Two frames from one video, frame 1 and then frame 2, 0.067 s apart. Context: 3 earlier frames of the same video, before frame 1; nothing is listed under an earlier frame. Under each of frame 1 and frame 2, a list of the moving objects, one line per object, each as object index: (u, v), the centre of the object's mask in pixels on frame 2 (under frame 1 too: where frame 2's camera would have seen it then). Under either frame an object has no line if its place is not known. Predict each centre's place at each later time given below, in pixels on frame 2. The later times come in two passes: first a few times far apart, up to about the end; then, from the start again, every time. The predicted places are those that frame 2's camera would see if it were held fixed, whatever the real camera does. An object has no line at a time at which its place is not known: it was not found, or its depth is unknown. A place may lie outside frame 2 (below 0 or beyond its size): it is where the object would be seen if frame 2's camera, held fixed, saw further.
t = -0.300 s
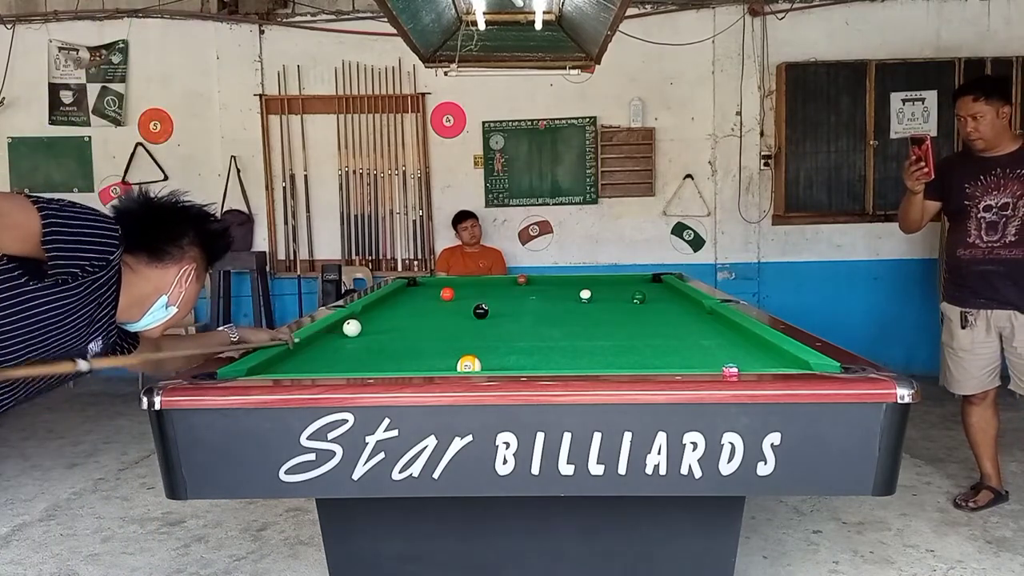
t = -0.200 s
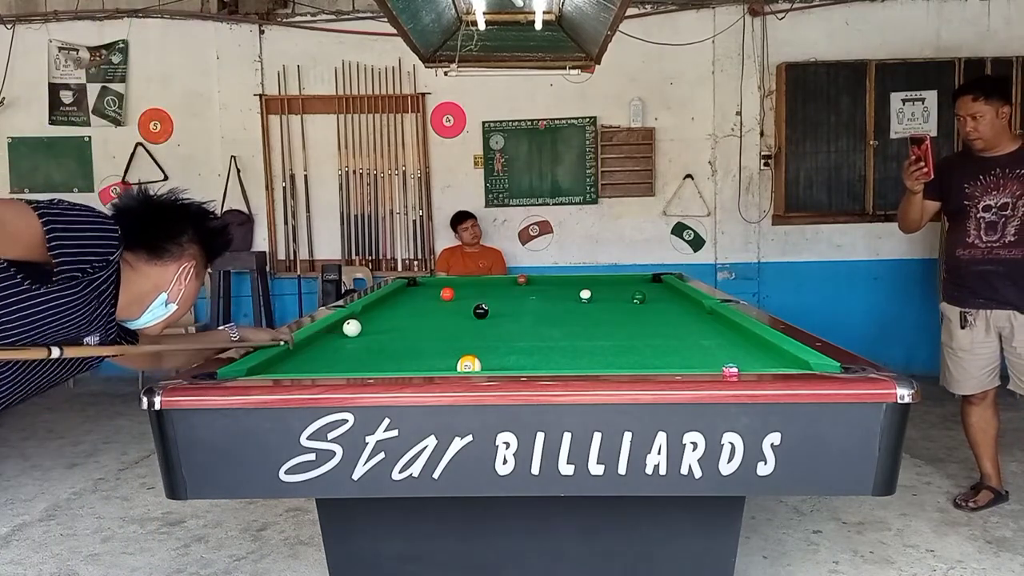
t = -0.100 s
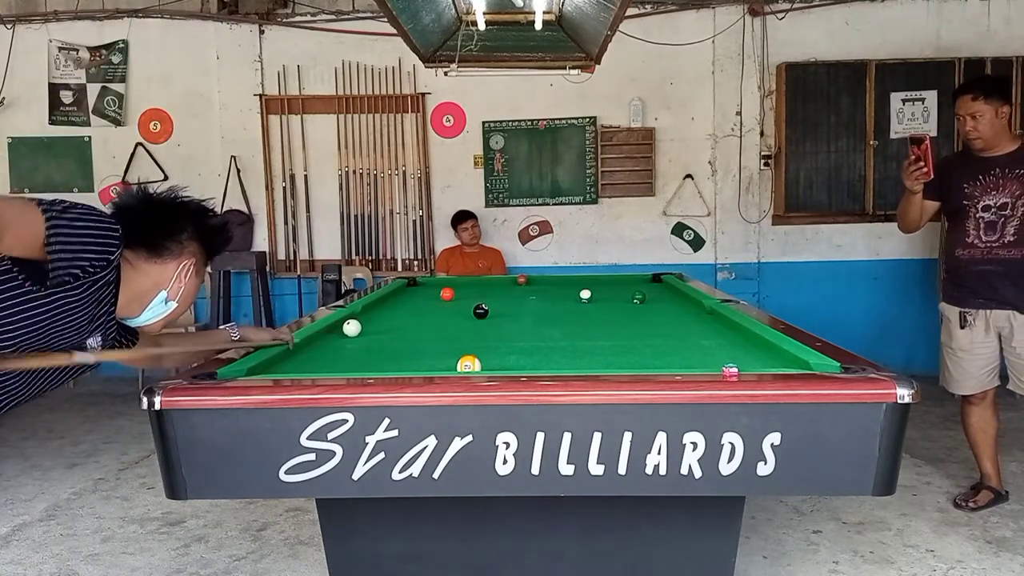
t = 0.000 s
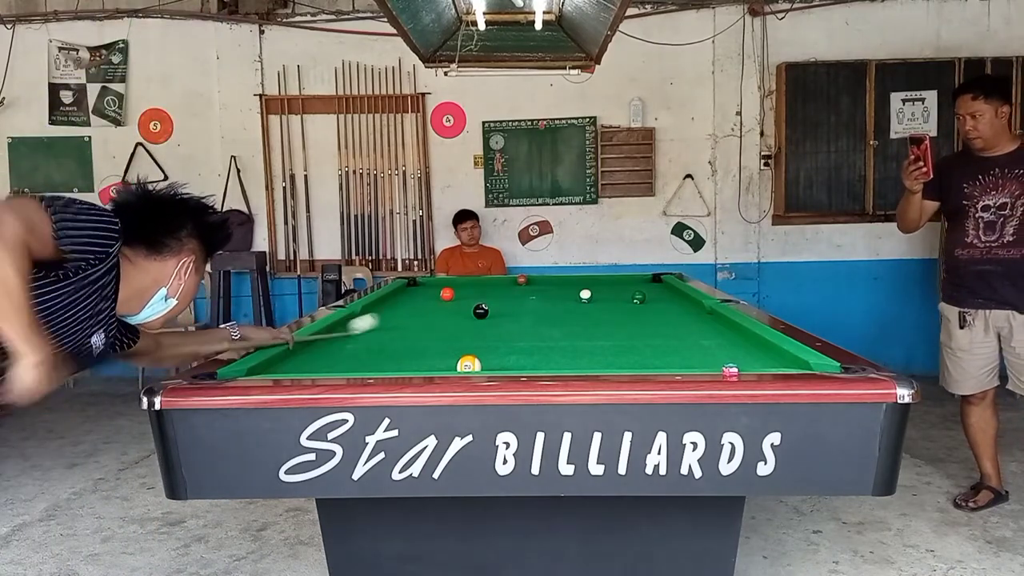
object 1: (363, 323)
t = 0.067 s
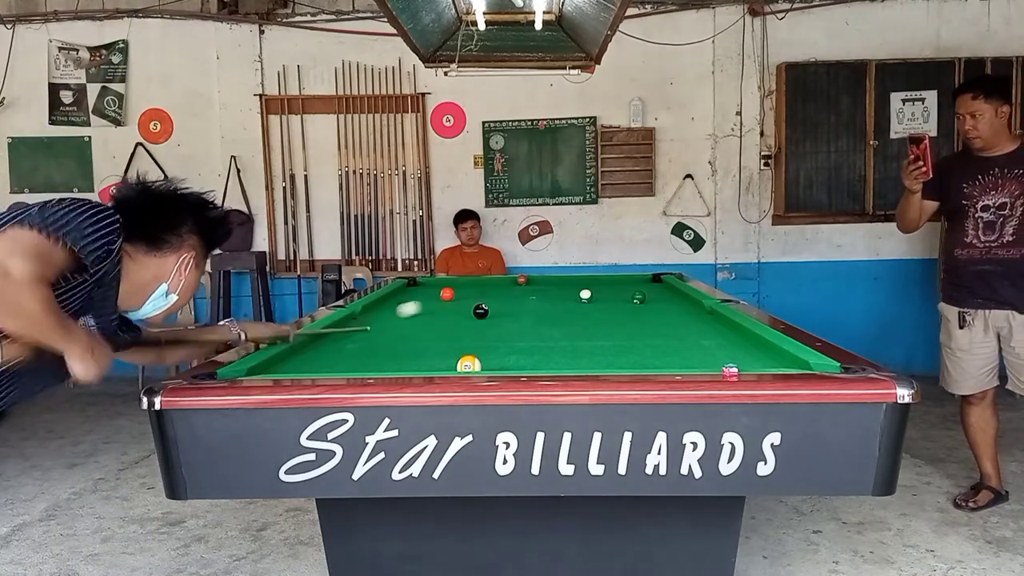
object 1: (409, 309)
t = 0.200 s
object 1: (484, 293)
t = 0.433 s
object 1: (616, 286)
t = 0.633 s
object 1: (639, 285)
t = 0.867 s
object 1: (587, 286)
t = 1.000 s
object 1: (557, 288)
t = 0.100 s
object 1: (427, 303)
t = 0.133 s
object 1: (443, 298)
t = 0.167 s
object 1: (462, 294)
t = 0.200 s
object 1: (484, 293)
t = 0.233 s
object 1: (506, 292)
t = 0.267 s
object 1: (526, 291)
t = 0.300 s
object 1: (546, 290)
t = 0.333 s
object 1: (564, 289)
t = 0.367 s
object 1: (581, 287)
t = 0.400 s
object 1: (600, 287)
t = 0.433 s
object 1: (616, 286)
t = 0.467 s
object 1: (632, 285)
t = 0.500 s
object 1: (647, 285)
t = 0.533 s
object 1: (661, 284)
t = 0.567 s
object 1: (658, 284)
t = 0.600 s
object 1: (648, 284)
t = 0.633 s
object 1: (639, 285)
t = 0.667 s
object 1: (631, 285)
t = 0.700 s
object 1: (623, 285)
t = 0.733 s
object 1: (616, 286)
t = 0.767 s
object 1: (608, 286)
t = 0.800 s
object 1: (601, 286)
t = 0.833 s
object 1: (594, 287)
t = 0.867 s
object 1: (587, 286)
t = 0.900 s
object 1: (578, 287)
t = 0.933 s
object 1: (572, 288)
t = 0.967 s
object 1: (564, 288)
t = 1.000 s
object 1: (557, 288)
